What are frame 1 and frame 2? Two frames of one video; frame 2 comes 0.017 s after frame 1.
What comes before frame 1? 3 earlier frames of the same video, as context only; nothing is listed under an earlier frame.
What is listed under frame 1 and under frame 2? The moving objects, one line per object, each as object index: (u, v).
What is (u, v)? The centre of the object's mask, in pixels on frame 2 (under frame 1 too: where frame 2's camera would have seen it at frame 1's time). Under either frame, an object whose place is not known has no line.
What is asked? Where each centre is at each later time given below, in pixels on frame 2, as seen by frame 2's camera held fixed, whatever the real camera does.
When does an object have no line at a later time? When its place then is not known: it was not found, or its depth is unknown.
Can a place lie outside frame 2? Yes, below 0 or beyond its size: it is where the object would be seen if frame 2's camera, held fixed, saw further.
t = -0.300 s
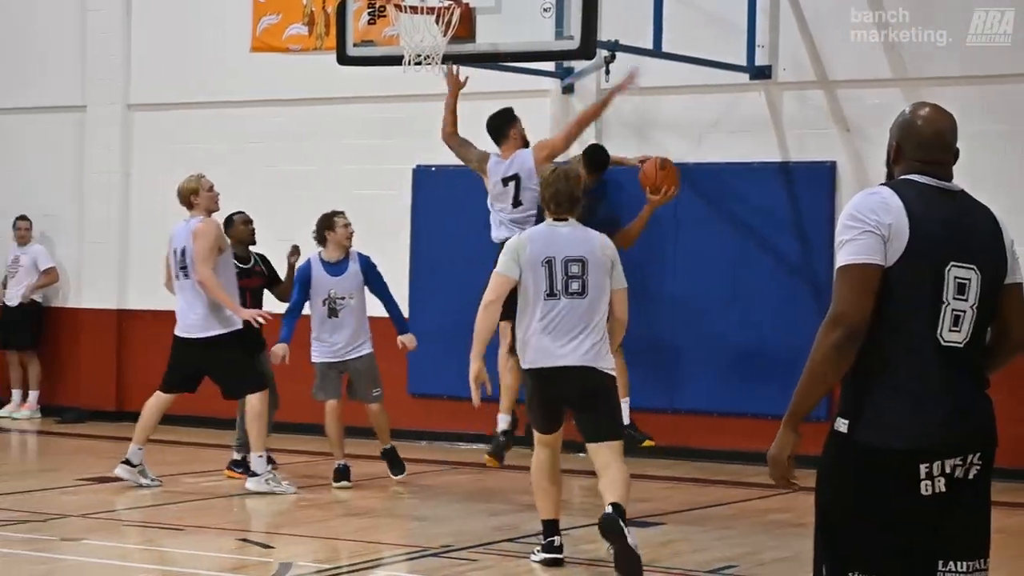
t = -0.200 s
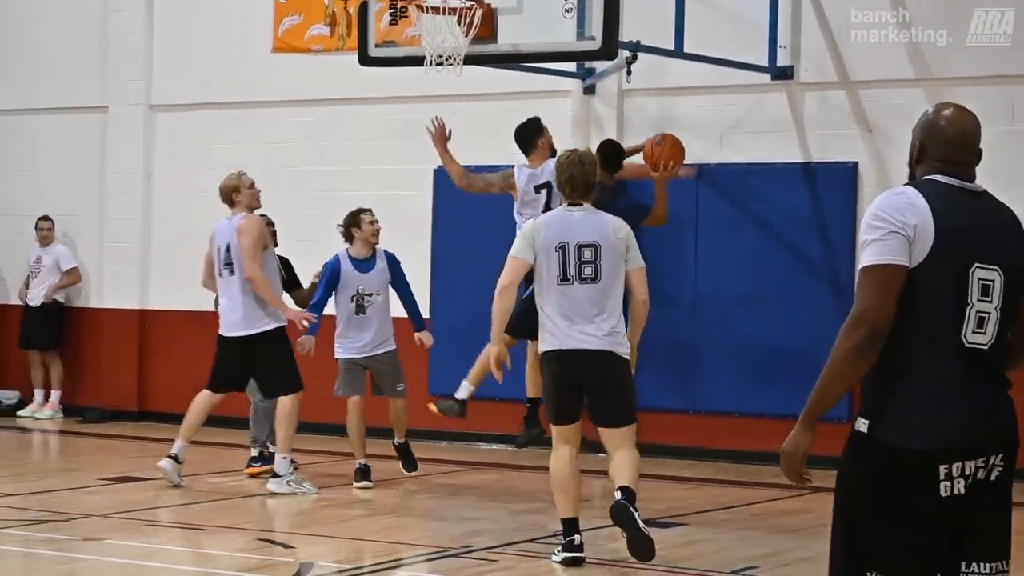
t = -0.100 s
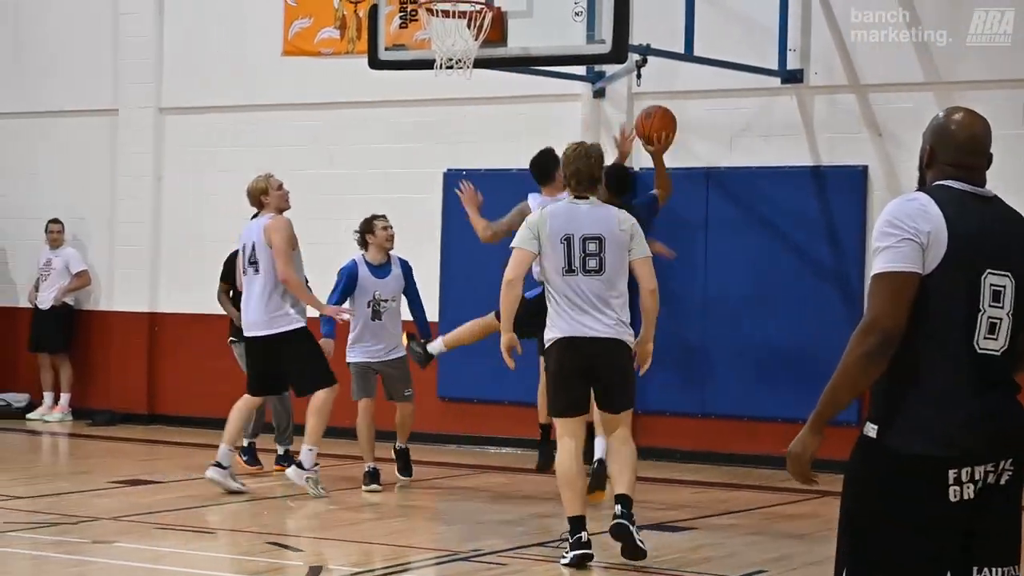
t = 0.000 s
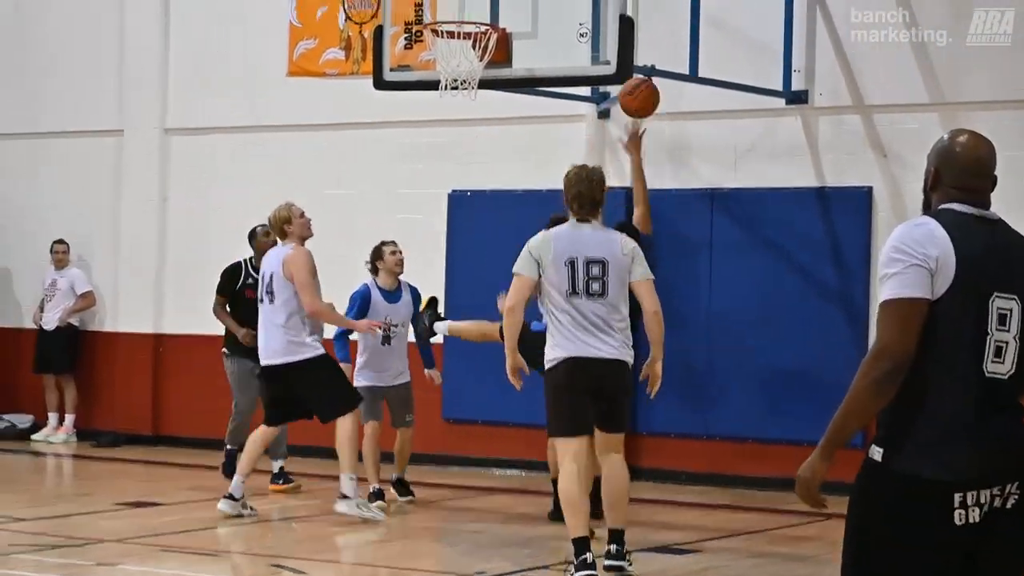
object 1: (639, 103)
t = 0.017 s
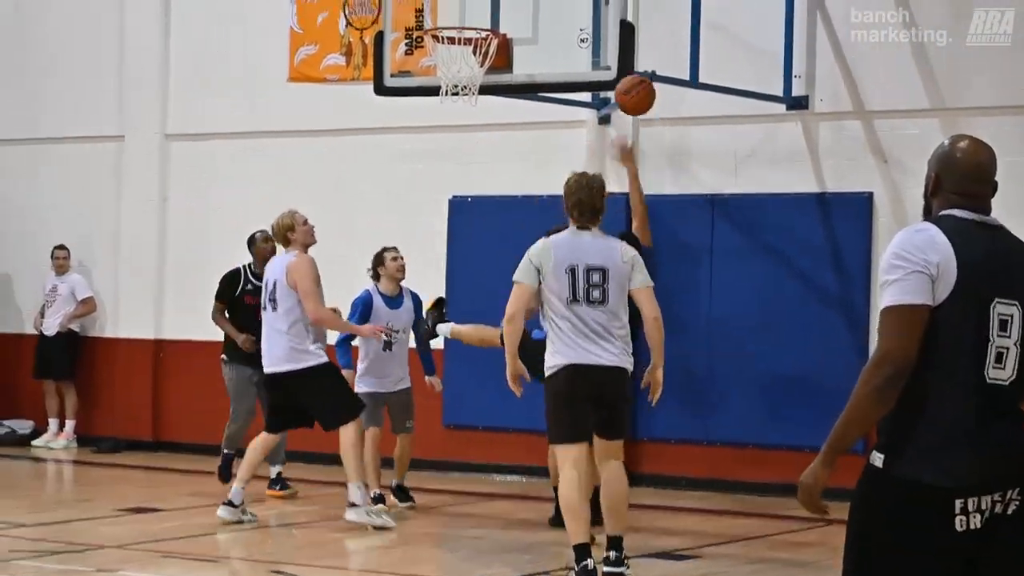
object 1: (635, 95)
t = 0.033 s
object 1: (631, 88)
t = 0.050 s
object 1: (626, 80)
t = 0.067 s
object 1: (621, 73)
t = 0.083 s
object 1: (617, 67)
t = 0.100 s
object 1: (612, 61)
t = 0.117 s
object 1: (607, 55)
